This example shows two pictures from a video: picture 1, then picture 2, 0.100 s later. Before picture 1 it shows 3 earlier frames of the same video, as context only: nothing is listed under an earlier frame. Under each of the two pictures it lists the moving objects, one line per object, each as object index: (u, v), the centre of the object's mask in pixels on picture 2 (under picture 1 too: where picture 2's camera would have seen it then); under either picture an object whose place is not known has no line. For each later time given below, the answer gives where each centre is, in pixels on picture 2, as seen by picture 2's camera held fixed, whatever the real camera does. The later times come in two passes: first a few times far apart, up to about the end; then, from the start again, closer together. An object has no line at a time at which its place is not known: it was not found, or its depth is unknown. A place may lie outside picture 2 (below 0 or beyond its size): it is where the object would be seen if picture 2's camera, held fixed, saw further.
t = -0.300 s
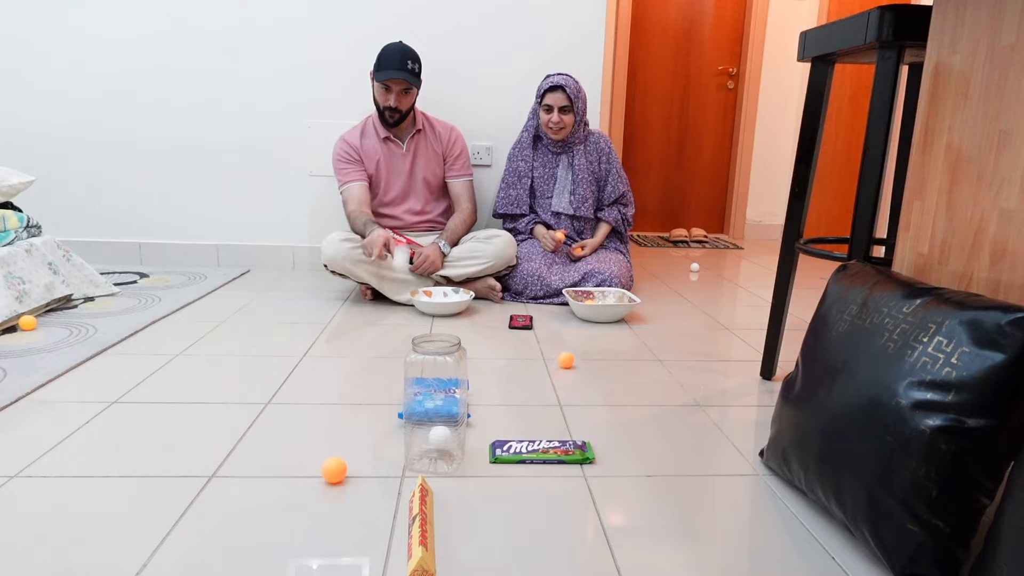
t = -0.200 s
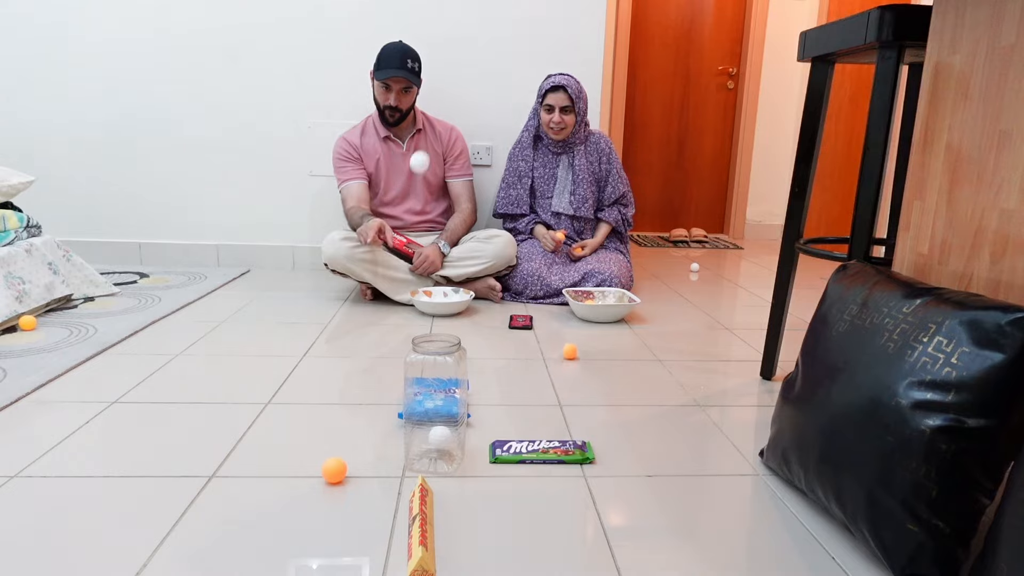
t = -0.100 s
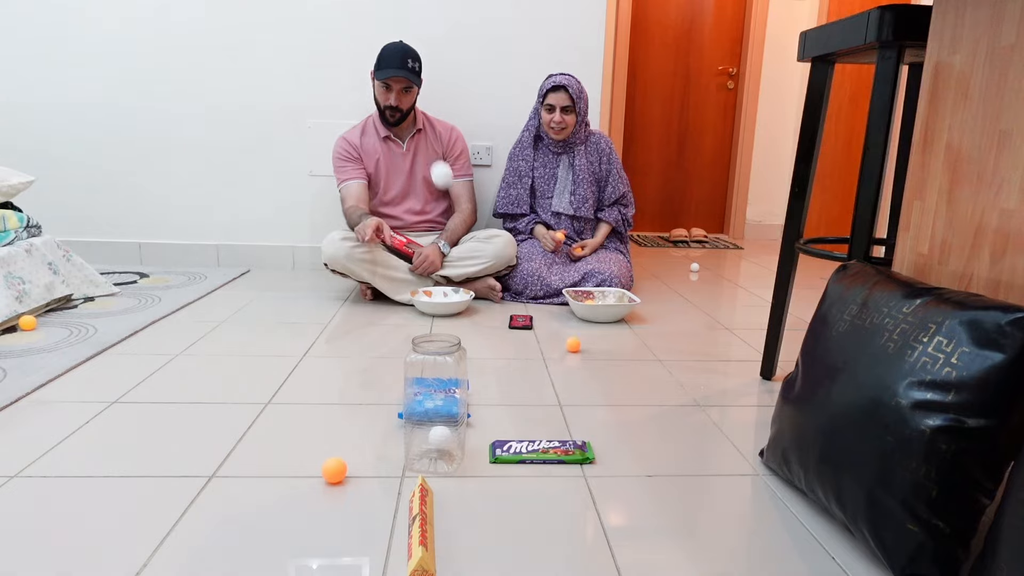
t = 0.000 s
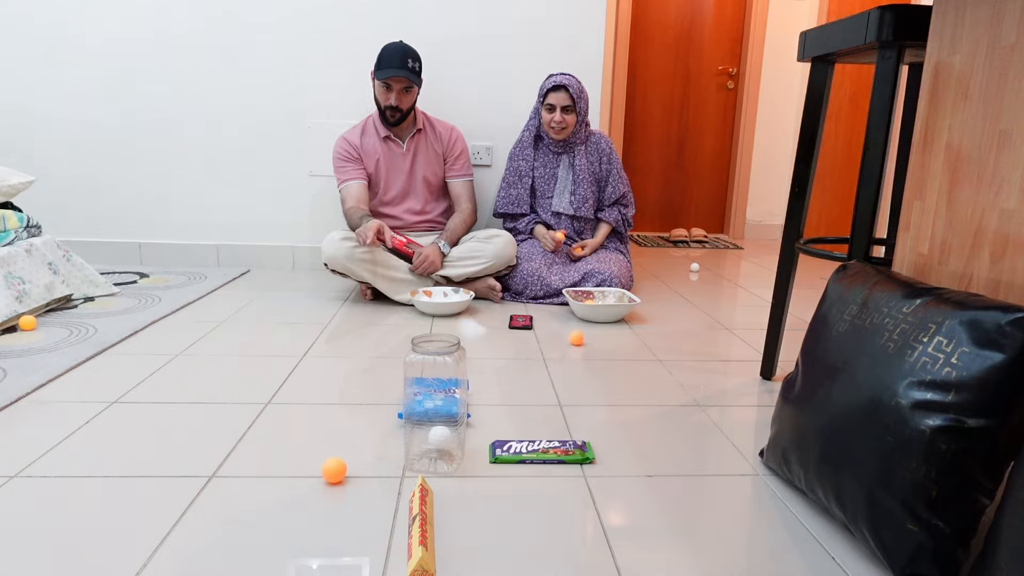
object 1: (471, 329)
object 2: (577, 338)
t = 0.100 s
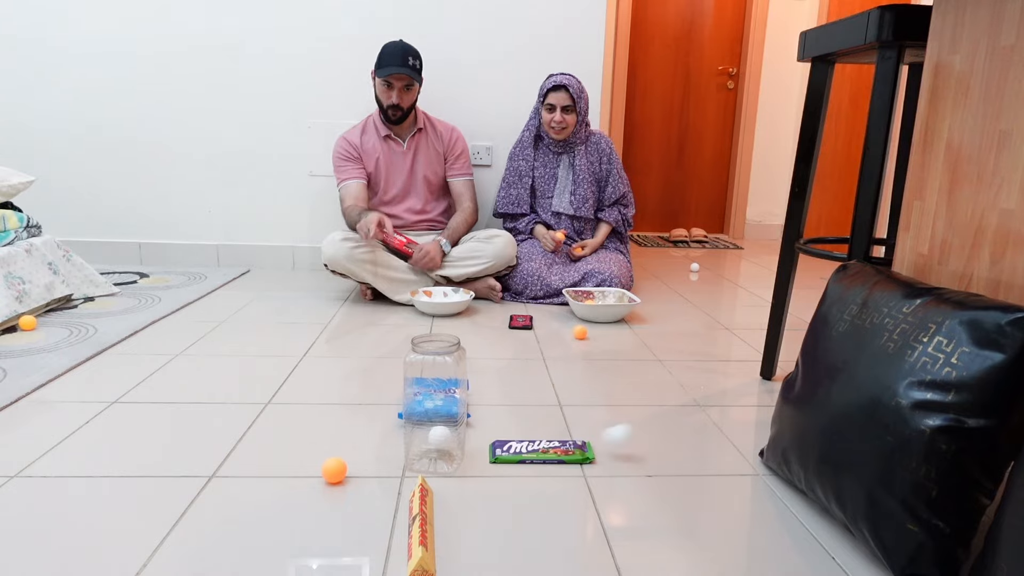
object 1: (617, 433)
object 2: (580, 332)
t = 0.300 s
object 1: (732, 461)
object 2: (587, 322)
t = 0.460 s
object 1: (722, 462)
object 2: (588, 321)
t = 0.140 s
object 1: (675, 428)
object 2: (582, 330)
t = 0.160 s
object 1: (714, 433)
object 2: (582, 329)
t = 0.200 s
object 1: (749, 456)
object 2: (584, 327)
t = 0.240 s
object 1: (741, 450)
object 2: (585, 325)
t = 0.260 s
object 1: (738, 448)
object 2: (586, 324)
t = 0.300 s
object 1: (732, 461)
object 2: (587, 322)
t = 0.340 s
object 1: (730, 453)
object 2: (588, 320)
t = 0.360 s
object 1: (728, 454)
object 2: (589, 320)
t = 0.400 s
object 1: (725, 460)
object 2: (588, 321)
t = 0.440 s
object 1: (723, 458)
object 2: (588, 321)
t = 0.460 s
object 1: (722, 462)
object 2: (588, 321)
